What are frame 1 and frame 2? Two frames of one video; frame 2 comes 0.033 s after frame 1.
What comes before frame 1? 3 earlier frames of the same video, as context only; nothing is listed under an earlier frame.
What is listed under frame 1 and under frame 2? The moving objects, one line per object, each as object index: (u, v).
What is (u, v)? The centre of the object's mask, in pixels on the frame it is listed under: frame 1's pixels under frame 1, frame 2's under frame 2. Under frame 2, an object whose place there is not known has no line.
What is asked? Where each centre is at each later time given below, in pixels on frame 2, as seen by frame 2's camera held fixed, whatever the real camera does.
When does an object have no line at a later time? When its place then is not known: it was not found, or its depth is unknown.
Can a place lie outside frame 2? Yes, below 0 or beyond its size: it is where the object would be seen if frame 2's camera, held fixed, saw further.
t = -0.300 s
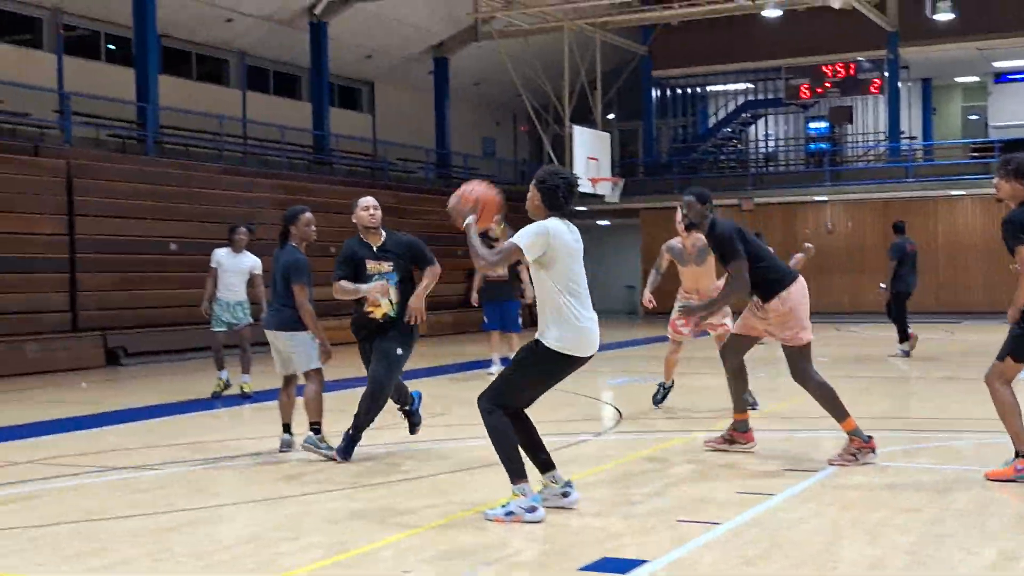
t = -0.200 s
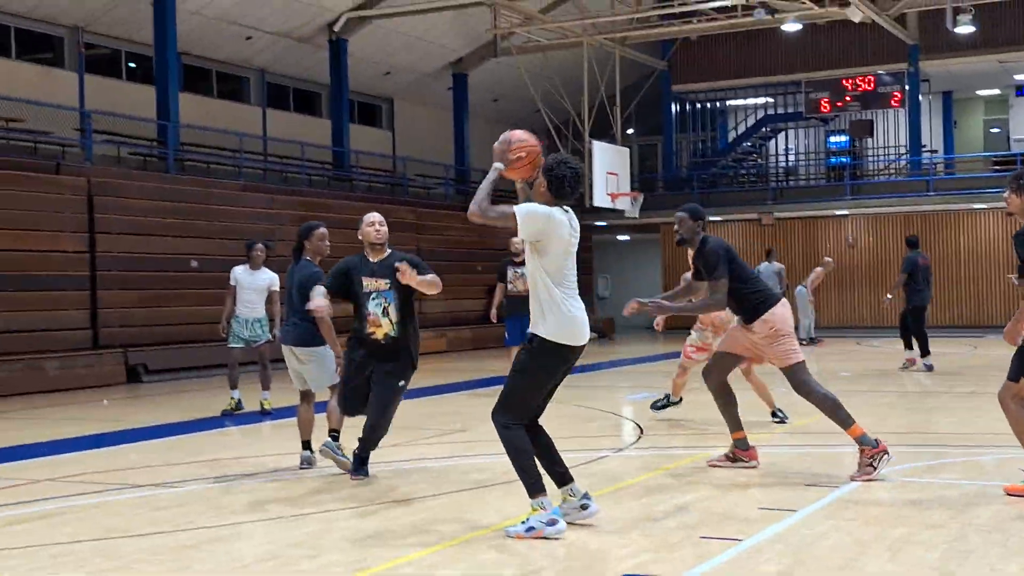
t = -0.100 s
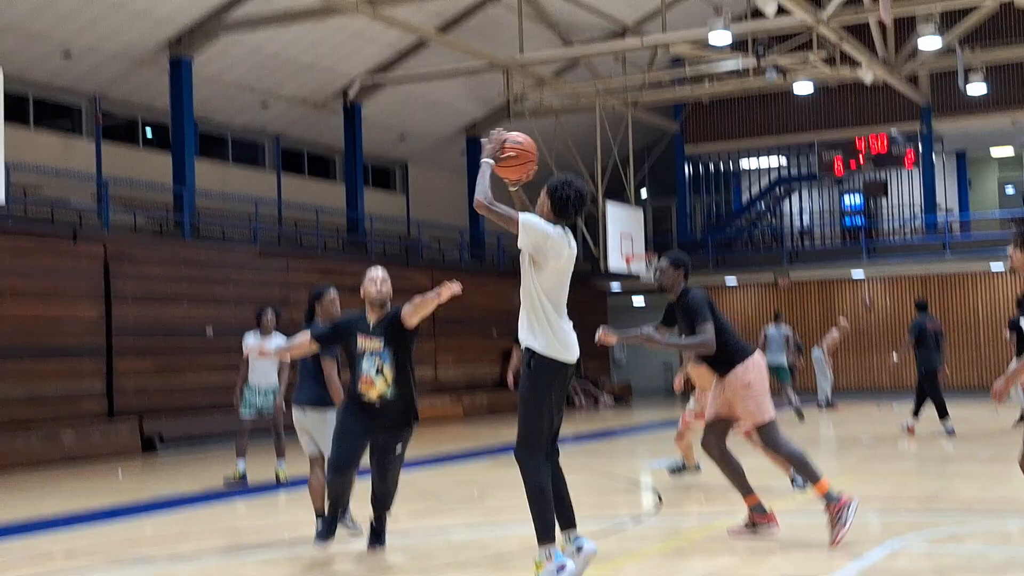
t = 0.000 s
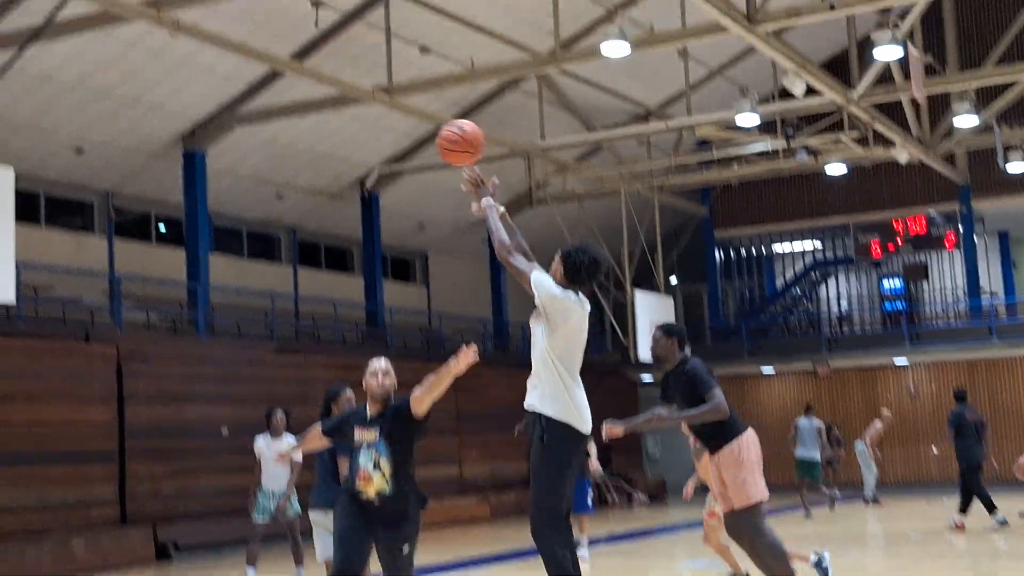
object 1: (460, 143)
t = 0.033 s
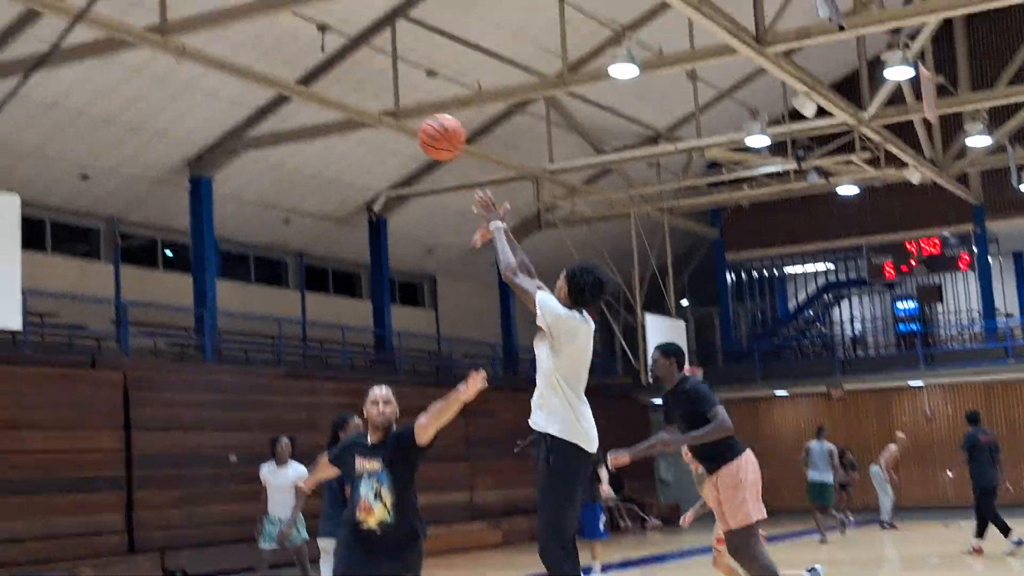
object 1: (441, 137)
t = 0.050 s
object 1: (429, 126)
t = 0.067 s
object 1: (418, 113)
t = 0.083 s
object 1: (405, 102)
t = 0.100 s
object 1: (393, 91)
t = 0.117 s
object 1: (382, 82)
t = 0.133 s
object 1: (371, 72)
